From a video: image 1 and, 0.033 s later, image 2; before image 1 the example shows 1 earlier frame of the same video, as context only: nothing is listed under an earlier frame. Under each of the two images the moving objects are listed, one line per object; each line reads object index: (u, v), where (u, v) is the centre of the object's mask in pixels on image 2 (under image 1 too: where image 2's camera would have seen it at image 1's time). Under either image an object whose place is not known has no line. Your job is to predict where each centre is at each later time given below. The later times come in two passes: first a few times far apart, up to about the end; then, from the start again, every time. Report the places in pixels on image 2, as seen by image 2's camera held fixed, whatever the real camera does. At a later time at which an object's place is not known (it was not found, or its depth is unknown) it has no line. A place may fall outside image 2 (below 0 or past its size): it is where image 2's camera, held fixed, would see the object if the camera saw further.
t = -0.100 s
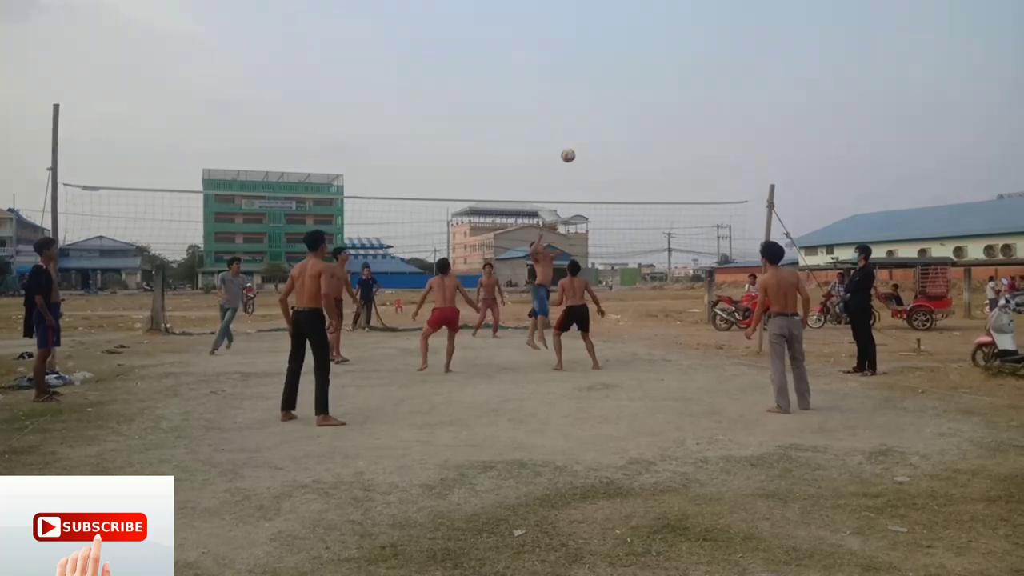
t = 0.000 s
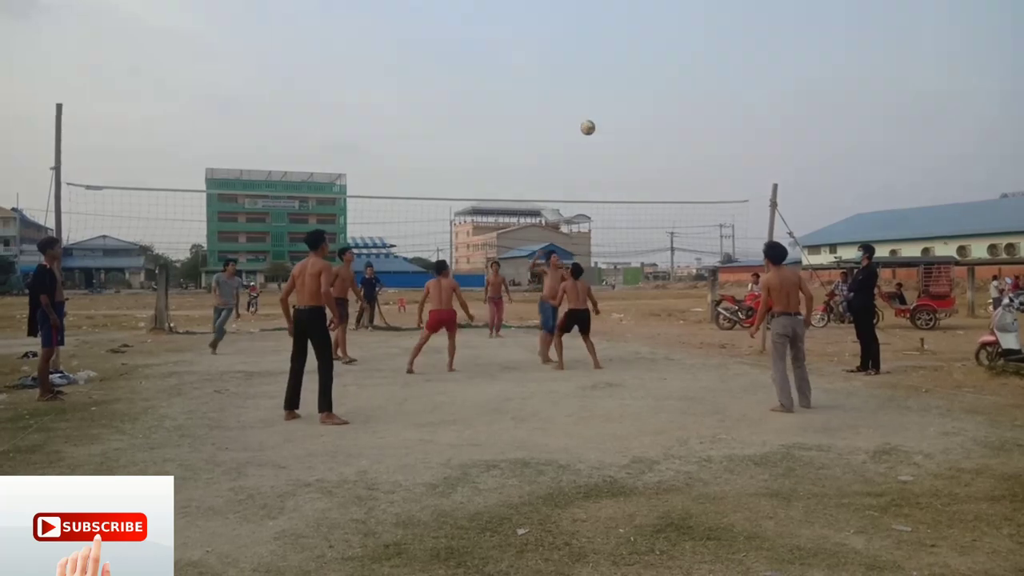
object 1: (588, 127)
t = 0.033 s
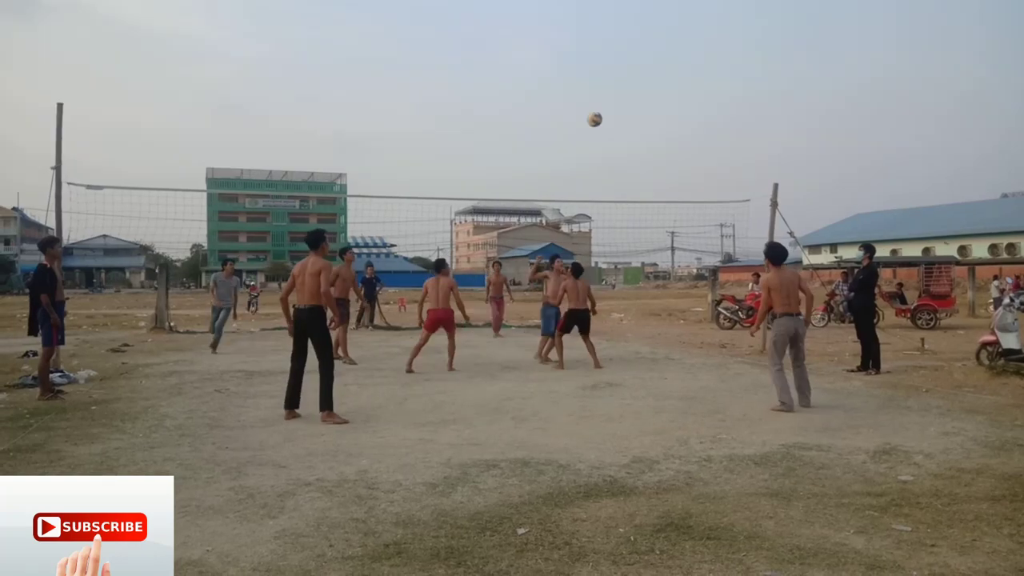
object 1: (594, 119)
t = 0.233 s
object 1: (634, 86)
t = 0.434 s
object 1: (677, 80)
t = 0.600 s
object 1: (721, 104)
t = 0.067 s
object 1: (601, 111)
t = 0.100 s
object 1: (607, 105)
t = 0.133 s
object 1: (613, 99)
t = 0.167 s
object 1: (620, 94)
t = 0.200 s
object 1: (627, 89)
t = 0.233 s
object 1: (634, 86)
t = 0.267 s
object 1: (640, 83)
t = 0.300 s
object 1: (647, 80)
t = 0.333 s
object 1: (655, 78)
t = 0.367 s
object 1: (661, 78)
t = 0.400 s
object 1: (669, 79)
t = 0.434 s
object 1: (677, 80)
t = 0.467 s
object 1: (686, 82)
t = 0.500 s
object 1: (694, 86)
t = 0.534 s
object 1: (703, 91)
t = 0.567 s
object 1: (712, 97)
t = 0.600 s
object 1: (721, 104)
